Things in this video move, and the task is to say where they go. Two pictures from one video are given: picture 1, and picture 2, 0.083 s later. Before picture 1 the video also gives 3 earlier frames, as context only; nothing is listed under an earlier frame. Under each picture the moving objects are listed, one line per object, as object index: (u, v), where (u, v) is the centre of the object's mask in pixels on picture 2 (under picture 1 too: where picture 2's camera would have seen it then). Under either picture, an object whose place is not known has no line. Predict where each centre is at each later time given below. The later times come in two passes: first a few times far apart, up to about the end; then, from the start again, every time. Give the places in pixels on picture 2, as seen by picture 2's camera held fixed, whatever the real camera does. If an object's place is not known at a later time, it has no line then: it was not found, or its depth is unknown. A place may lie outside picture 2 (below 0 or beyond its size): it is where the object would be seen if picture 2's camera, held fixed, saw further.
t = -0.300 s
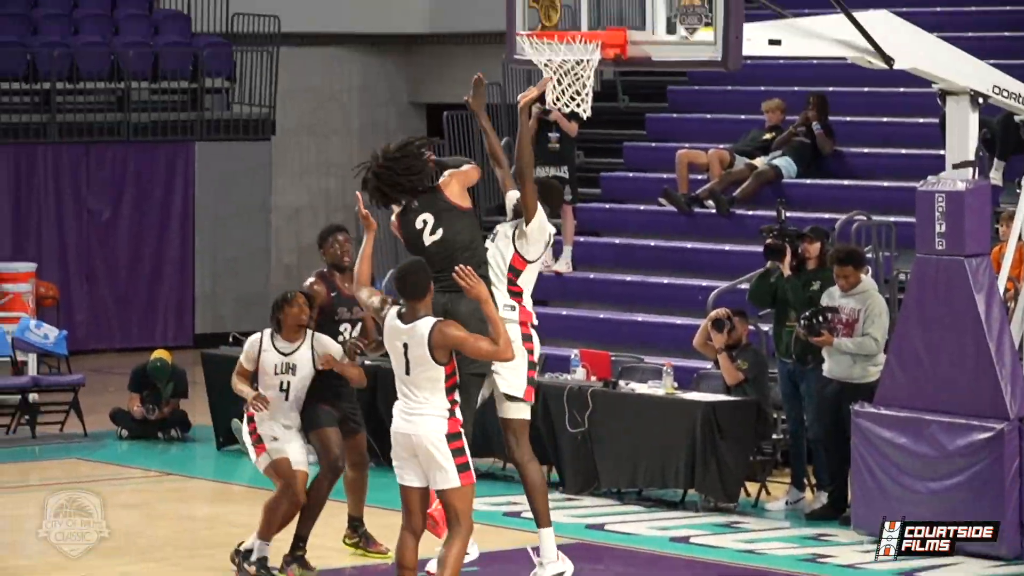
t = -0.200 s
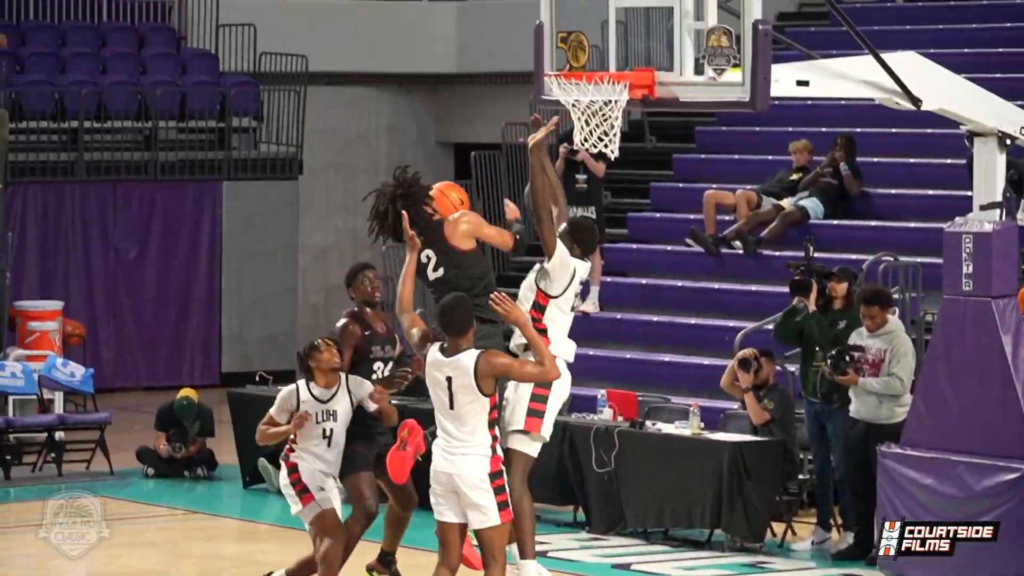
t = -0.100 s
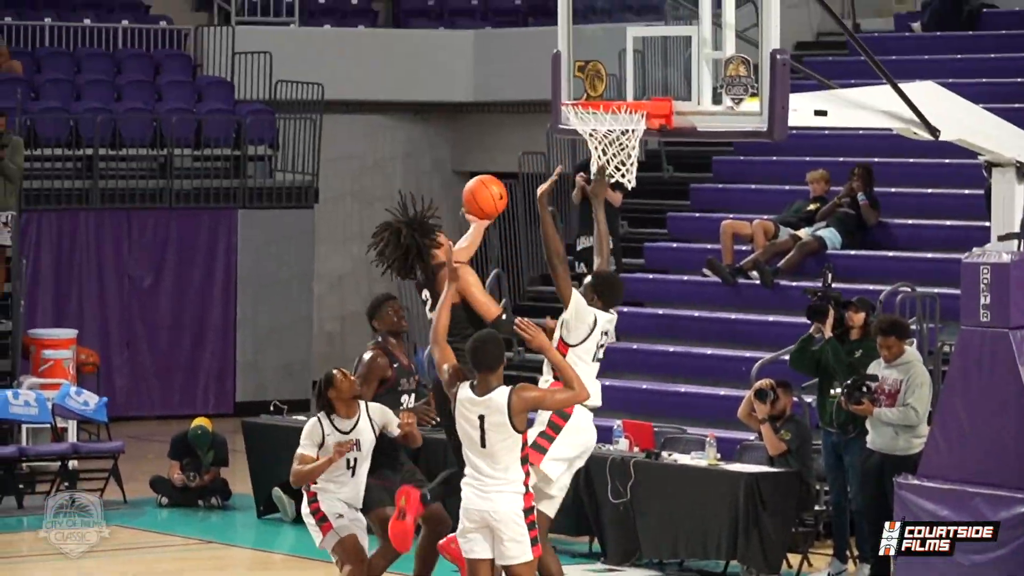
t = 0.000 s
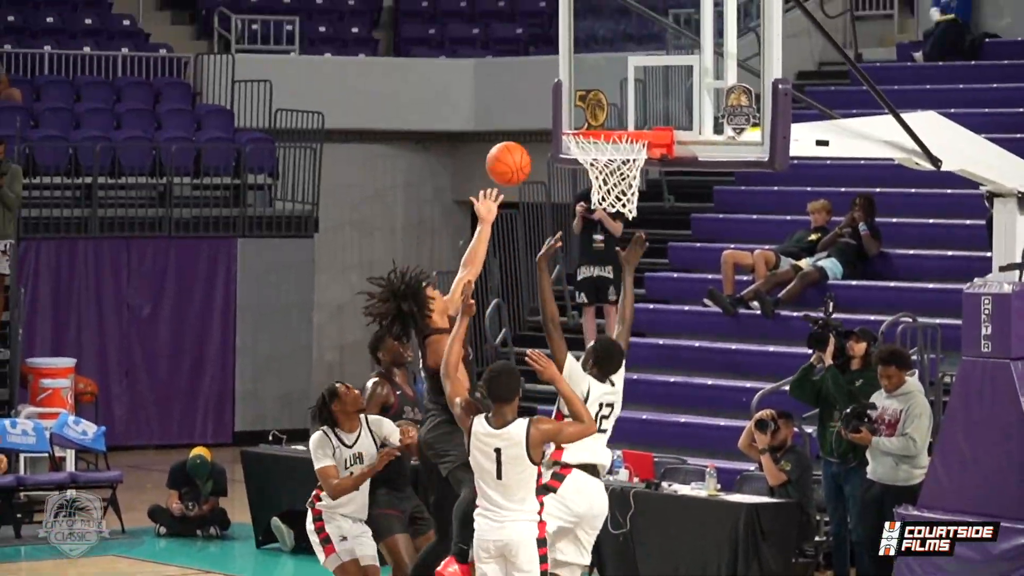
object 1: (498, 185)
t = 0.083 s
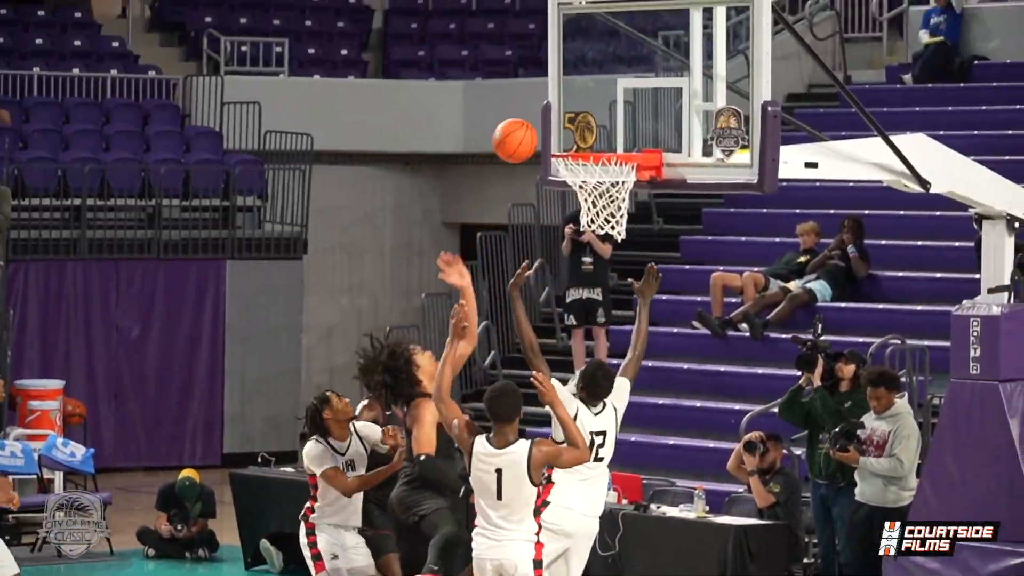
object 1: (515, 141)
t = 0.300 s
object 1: (561, 82)
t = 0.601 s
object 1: (619, 135)
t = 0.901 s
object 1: (619, 90)
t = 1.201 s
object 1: (593, 137)
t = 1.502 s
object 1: (608, 175)
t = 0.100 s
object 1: (519, 133)
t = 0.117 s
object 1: (522, 126)
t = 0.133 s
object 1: (525, 120)
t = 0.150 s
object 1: (529, 114)
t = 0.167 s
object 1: (532, 108)
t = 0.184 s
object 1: (536, 103)
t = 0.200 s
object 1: (539, 99)
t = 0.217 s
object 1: (543, 95)
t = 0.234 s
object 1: (546, 91)
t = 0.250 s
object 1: (550, 88)
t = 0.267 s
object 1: (554, 86)
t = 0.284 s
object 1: (557, 84)
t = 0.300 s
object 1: (561, 82)
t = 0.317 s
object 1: (564, 81)
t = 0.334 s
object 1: (568, 80)
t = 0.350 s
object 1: (572, 80)
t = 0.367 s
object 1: (575, 81)
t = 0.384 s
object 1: (578, 82)
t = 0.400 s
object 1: (582, 83)
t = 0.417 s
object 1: (585, 85)
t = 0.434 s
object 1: (588, 87)
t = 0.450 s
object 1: (591, 90)
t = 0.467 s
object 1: (594, 94)
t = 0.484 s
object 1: (597, 98)
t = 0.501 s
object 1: (601, 102)
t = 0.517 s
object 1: (604, 107)
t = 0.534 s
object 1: (607, 113)
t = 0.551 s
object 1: (611, 119)
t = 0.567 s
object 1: (614, 125)
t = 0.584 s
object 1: (617, 132)
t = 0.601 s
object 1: (619, 135)
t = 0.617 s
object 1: (620, 129)
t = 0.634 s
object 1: (620, 123)
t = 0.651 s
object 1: (620, 117)
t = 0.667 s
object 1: (620, 112)
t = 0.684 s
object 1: (620, 107)
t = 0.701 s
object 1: (620, 103)
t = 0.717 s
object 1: (620, 100)
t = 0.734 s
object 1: (620, 96)
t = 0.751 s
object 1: (619, 93)
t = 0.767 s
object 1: (619, 91)
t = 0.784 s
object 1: (619, 89)
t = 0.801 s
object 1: (619, 88)
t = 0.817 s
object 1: (619, 87)
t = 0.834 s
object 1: (619, 87)
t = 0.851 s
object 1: (619, 87)
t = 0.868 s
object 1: (619, 87)
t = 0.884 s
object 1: (619, 88)
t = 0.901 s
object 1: (619, 90)
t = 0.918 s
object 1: (619, 92)
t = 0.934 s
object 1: (619, 95)
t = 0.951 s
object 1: (619, 98)
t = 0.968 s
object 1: (619, 101)
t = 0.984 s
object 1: (619, 105)
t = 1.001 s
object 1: (619, 110)
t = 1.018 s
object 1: (619, 115)
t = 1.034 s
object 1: (619, 121)
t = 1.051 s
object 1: (619, 127)
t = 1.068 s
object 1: (619, 133)
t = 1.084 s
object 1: (619, 137)
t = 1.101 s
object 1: (615, 136)
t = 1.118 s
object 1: (612, 136)
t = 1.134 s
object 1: (608, 135)
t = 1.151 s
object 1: (604, 135)
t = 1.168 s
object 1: (601, 135)
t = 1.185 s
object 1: (596, 136)
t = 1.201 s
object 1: (593, 137)
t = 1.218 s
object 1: (590, 138)
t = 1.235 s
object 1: (586, 139)
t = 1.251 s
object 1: (582, 144)
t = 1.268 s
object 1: (579, 147)
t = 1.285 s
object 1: (581, 146)
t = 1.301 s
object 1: (584, 146)
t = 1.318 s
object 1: (586, 146)
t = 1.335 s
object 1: (588, 147)
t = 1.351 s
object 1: (592, 148)
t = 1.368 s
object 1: (594, 149)
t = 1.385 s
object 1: (596, 151)
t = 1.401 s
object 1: (599, 153)
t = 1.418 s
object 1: (602, 156)
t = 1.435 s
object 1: (605, 159)
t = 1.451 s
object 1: (608, 163)
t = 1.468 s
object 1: (609, 167)
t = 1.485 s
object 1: (610, 170)
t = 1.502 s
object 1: (608, 175)
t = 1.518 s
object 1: (611, 178)
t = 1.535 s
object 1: (612, 182)
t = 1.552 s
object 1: (612, 188)
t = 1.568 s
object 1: (610, 195)
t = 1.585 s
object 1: (610, 199)
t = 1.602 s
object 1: (609, 206)
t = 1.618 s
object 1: (608, 210)
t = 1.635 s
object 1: (607, 217)
